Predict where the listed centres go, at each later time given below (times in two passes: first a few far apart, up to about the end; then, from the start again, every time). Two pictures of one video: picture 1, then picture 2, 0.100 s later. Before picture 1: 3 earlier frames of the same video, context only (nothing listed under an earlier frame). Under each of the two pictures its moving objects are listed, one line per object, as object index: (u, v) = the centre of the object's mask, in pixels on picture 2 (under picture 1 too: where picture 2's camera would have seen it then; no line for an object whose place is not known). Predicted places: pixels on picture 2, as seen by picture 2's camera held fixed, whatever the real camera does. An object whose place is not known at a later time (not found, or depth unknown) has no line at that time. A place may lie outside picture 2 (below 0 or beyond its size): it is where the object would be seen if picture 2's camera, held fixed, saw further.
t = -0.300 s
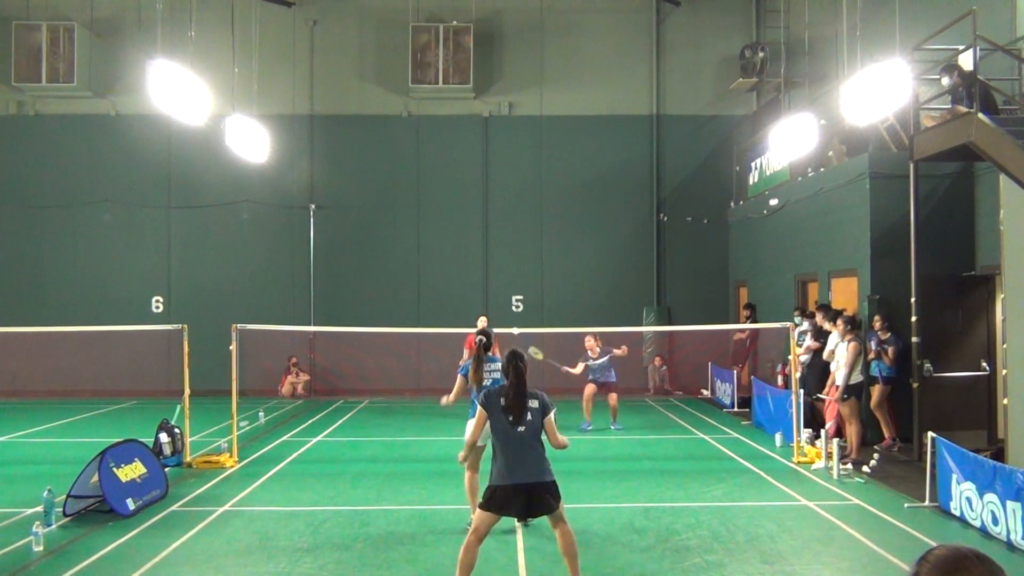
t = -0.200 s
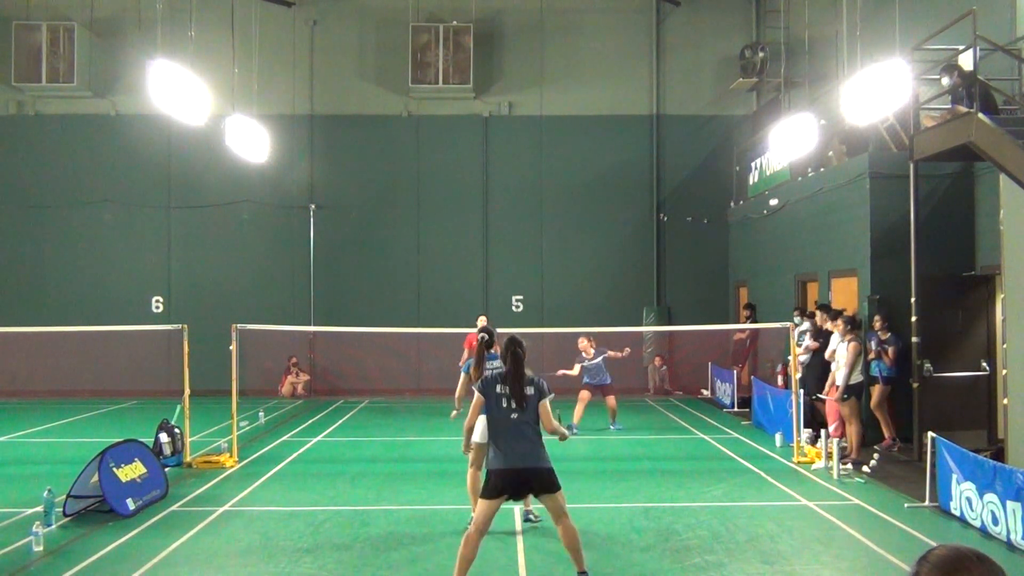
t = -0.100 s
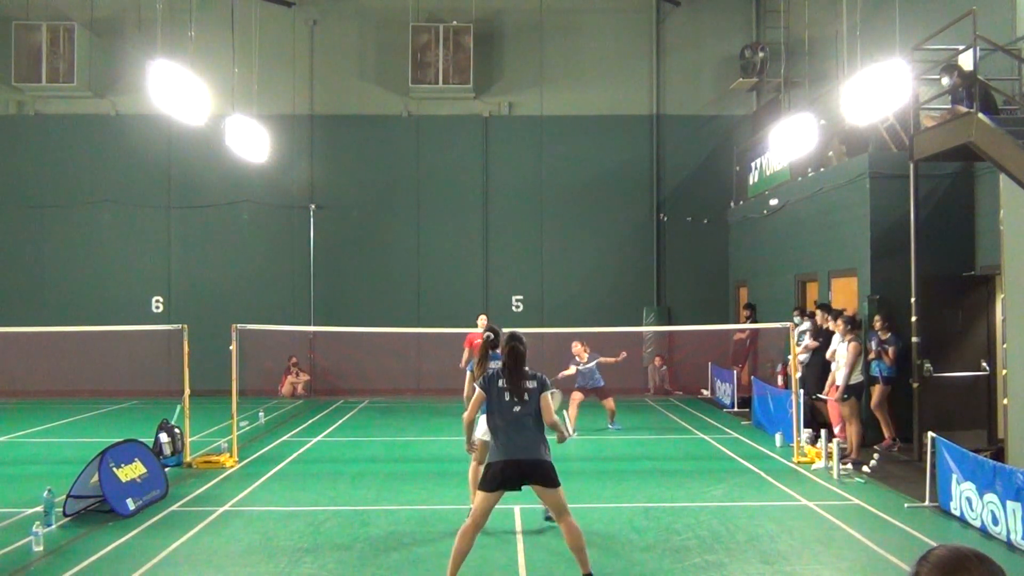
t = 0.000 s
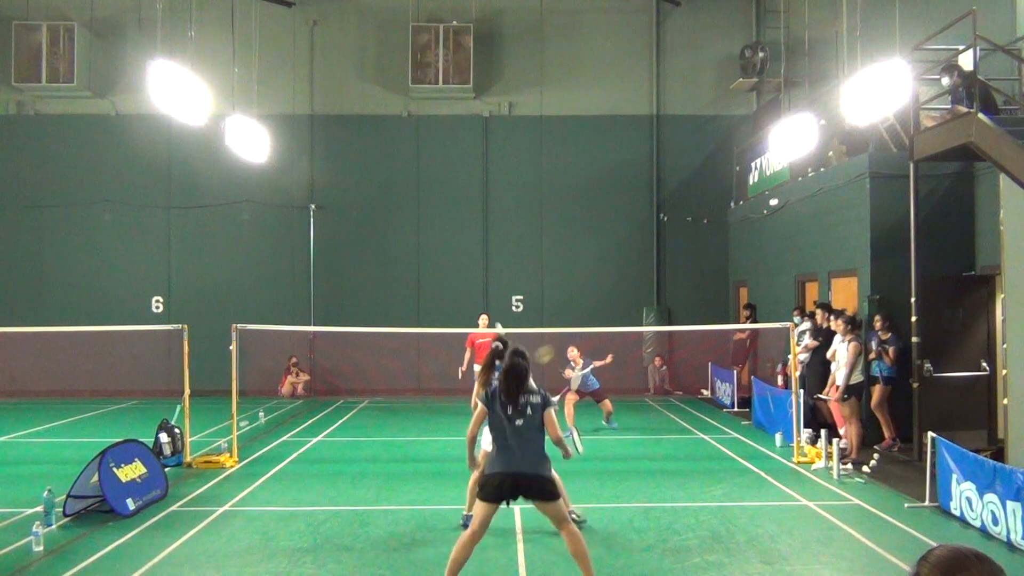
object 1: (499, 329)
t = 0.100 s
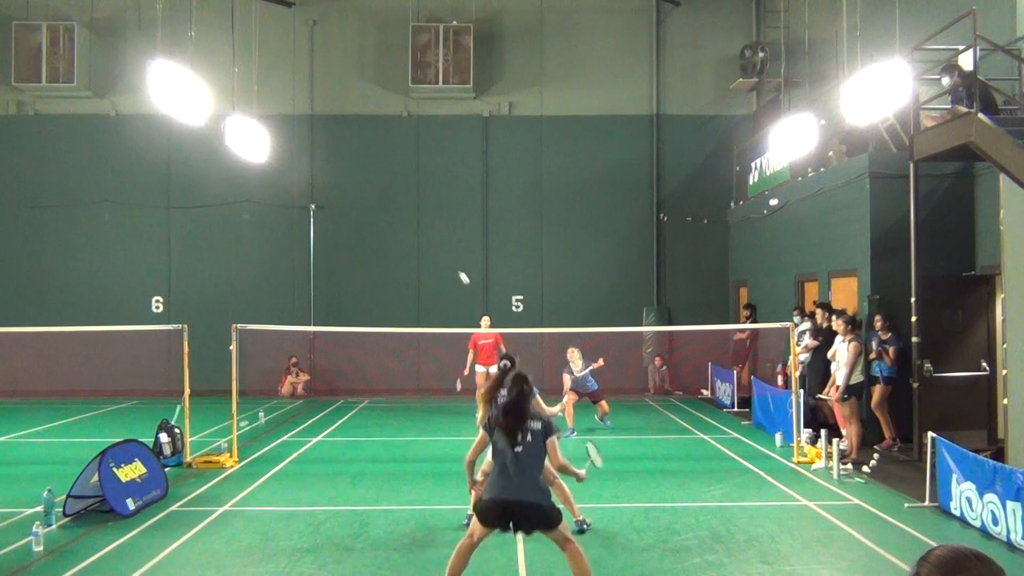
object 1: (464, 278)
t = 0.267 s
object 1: (407, 214)
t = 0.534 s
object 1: (315, 174)
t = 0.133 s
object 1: (452, 263)
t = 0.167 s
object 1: (441, 249)
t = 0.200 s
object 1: (429, 236)
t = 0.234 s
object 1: (418, 224)
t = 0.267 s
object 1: (407, 214)
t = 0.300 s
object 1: (396, 205)
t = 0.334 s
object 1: (384, 197)
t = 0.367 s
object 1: (373, 190)
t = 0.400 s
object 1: (362, 184)
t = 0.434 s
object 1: (351, 180)
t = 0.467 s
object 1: (339, 177)
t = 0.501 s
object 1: (328, 175)
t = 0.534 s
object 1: (315, 174)
